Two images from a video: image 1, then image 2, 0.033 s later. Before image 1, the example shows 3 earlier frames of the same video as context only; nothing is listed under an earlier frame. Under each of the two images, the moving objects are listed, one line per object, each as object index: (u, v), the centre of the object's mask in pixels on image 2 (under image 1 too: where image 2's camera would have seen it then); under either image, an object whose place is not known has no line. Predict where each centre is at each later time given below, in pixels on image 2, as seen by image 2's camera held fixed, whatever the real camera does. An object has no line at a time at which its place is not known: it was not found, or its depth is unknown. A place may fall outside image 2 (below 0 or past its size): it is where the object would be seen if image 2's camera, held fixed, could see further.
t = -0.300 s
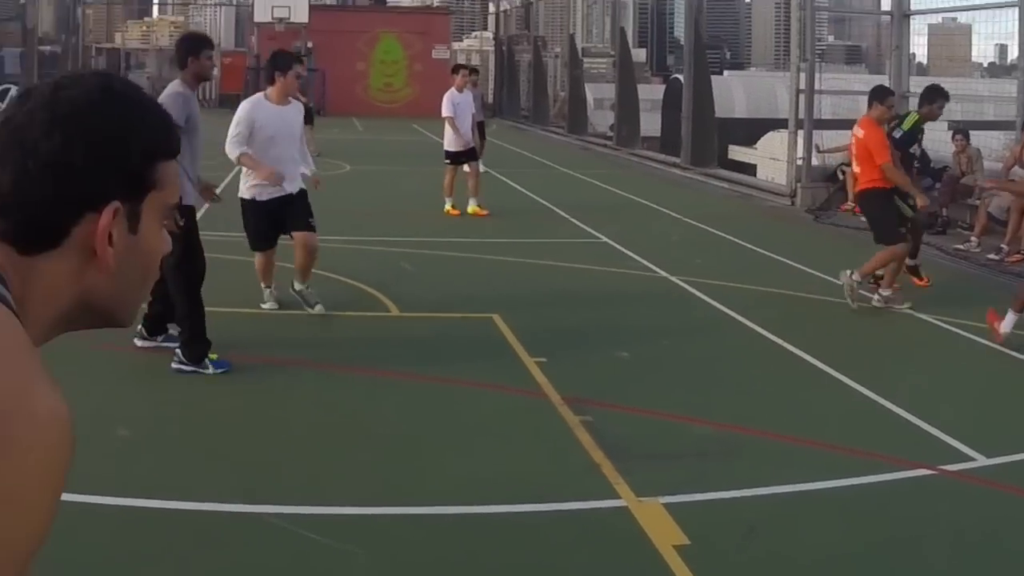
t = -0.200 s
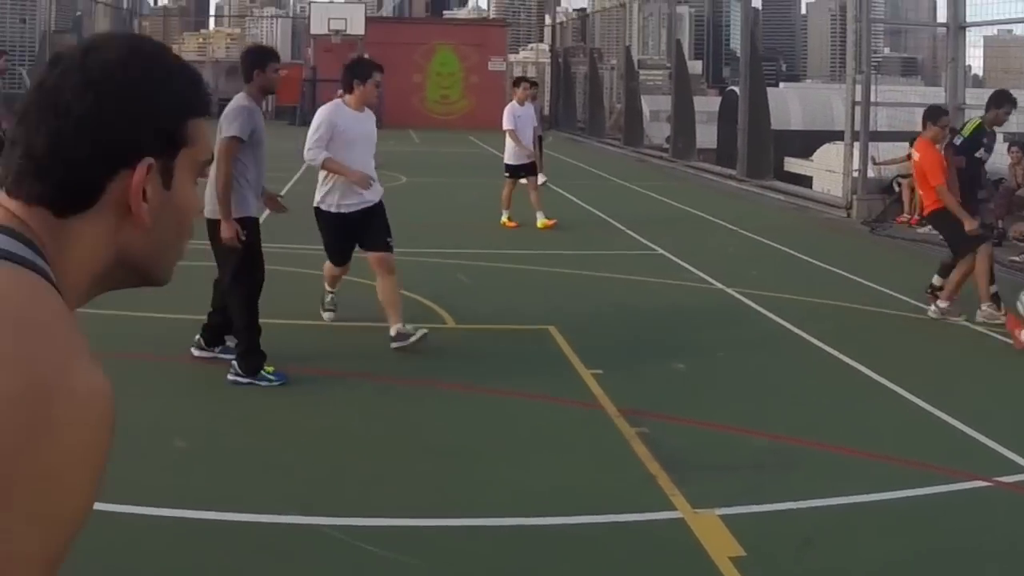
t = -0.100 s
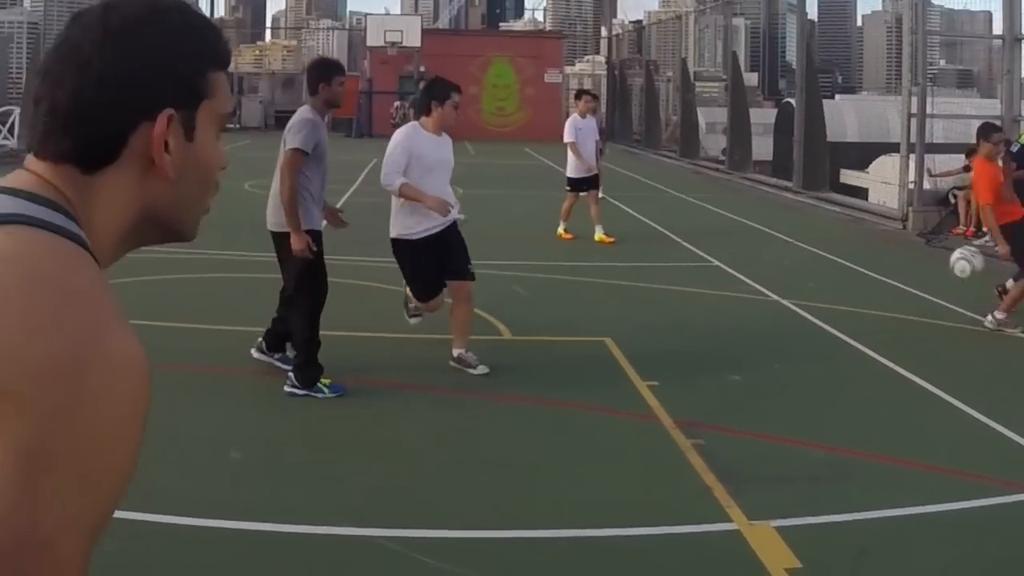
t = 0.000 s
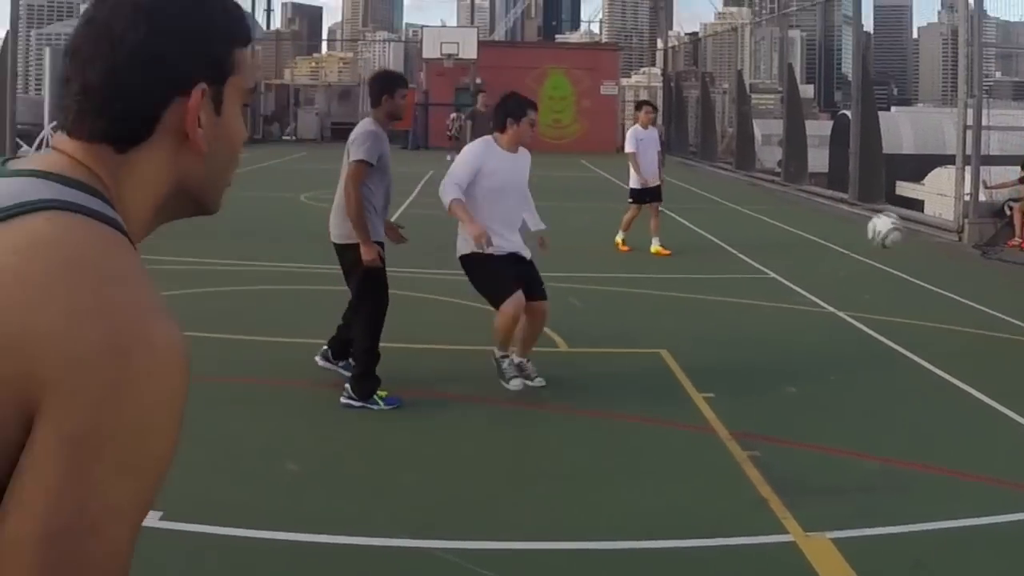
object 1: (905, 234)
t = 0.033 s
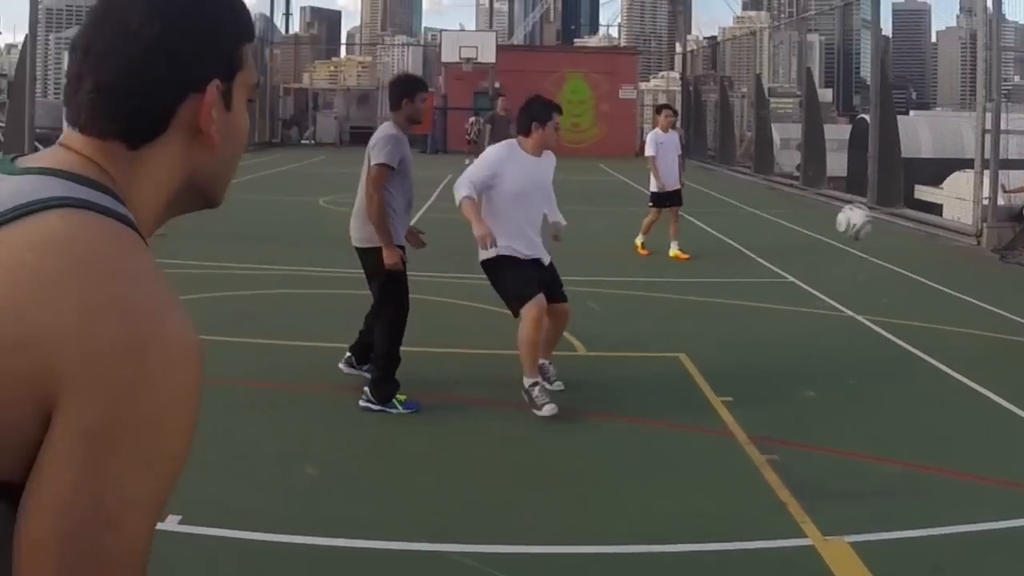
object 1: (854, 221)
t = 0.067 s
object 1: (803, 210)
